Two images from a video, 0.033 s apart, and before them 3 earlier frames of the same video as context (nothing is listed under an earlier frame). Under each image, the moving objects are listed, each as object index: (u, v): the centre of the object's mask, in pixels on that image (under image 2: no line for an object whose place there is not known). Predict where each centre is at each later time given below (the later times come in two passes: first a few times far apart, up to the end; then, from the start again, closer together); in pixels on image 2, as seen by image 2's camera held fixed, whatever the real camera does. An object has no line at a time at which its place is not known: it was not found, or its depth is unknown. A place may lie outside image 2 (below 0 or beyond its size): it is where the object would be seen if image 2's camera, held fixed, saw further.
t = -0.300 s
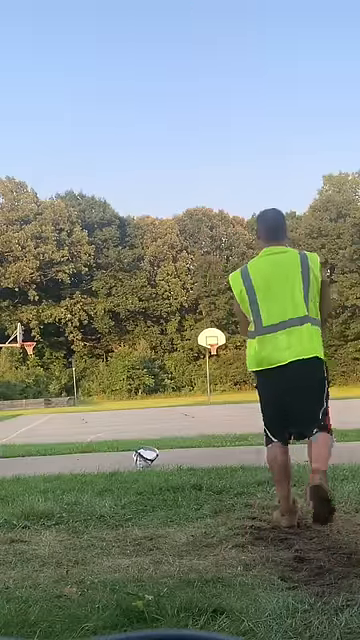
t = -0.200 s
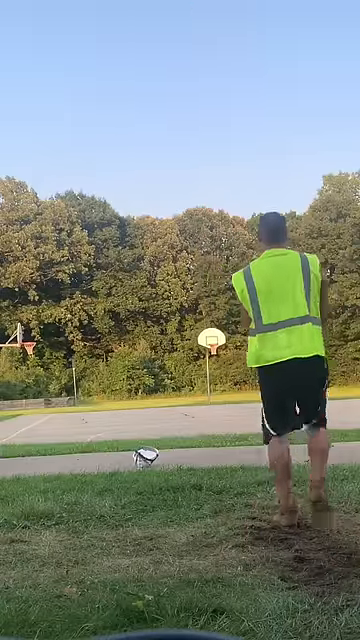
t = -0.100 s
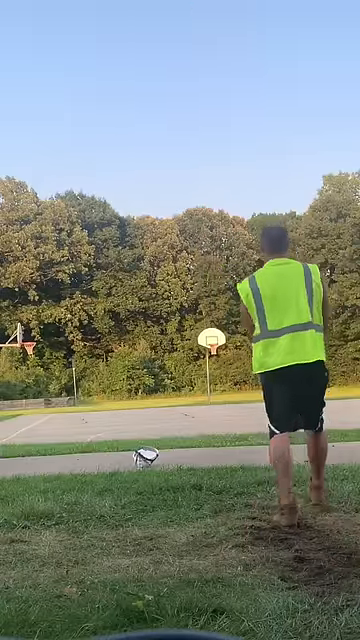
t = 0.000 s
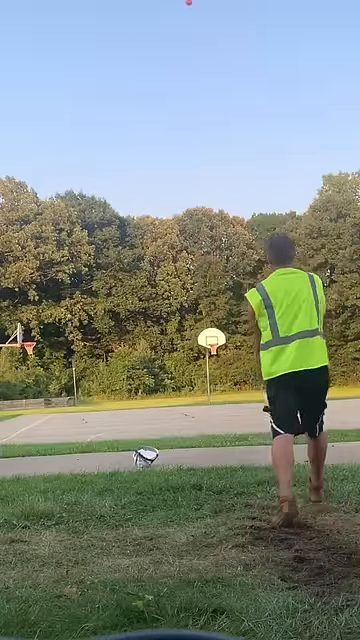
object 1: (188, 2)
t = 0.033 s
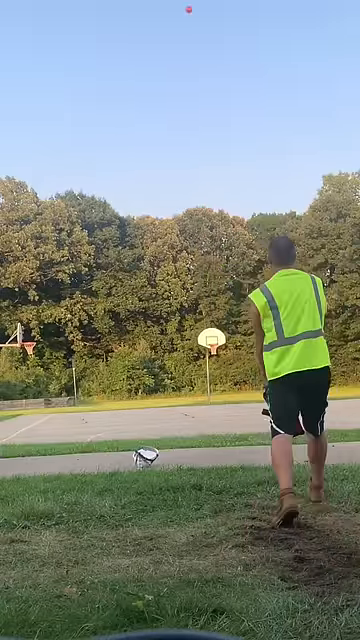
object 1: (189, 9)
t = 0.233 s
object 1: (188, 55)
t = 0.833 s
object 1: (197, 206)
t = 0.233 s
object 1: (188, 55)
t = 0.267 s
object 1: (188, 63)
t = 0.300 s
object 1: (188, 71)
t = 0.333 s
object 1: (189, 79)
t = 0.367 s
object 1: (190, 87)
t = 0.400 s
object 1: (190, 96)
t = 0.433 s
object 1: (190, 104)
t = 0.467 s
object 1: (191, 113)
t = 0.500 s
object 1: (191, 121)
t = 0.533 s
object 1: (192, 129)
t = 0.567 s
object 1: (192, 138)
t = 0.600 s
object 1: (194, 147)
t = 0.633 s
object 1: (194, 155)
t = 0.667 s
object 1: (194, 164)
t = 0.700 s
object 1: (195, 172)
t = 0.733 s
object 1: (195, 181)
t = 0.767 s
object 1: (196, 189)
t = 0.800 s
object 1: (197, 198)
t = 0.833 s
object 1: (197, 206)
